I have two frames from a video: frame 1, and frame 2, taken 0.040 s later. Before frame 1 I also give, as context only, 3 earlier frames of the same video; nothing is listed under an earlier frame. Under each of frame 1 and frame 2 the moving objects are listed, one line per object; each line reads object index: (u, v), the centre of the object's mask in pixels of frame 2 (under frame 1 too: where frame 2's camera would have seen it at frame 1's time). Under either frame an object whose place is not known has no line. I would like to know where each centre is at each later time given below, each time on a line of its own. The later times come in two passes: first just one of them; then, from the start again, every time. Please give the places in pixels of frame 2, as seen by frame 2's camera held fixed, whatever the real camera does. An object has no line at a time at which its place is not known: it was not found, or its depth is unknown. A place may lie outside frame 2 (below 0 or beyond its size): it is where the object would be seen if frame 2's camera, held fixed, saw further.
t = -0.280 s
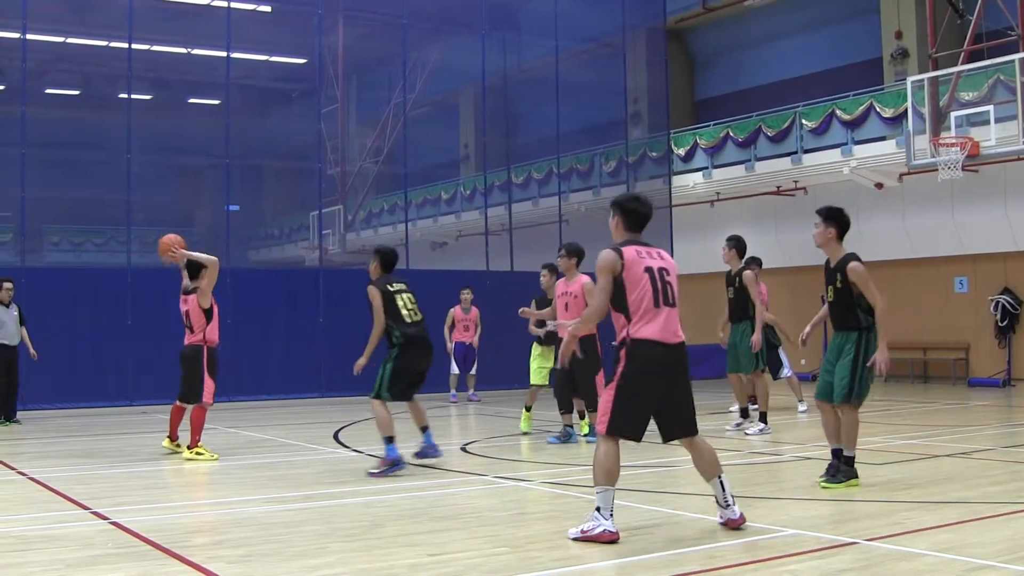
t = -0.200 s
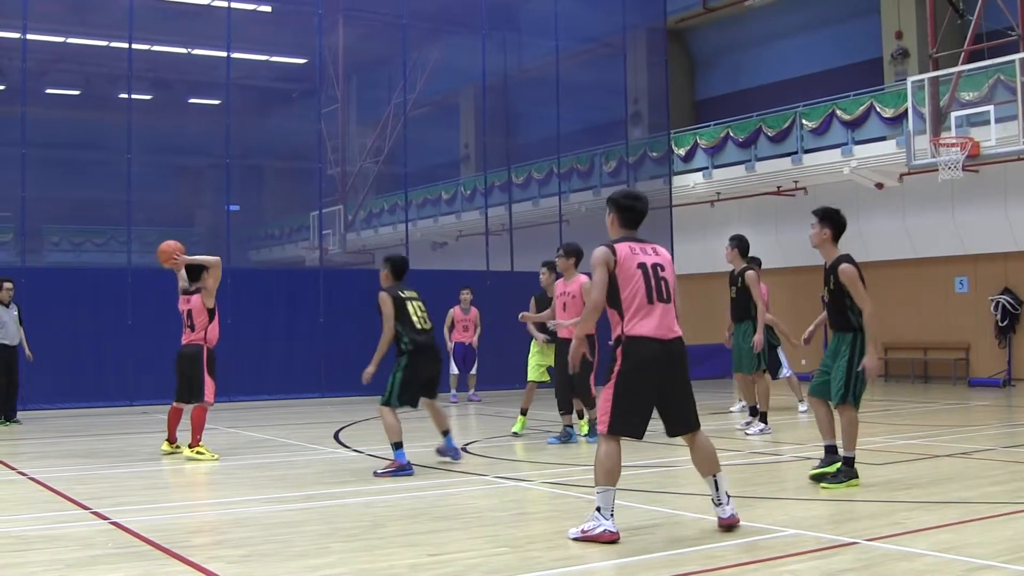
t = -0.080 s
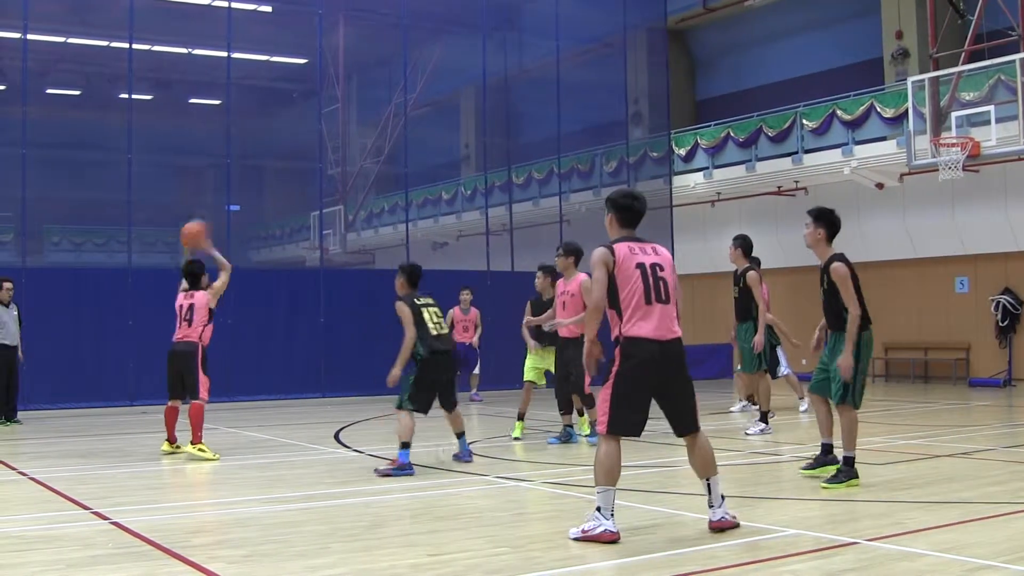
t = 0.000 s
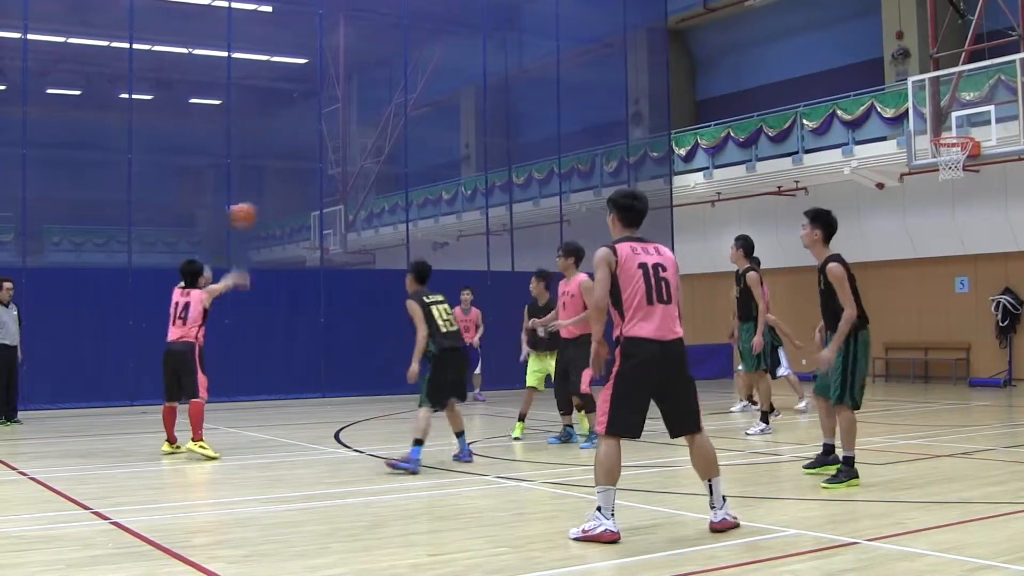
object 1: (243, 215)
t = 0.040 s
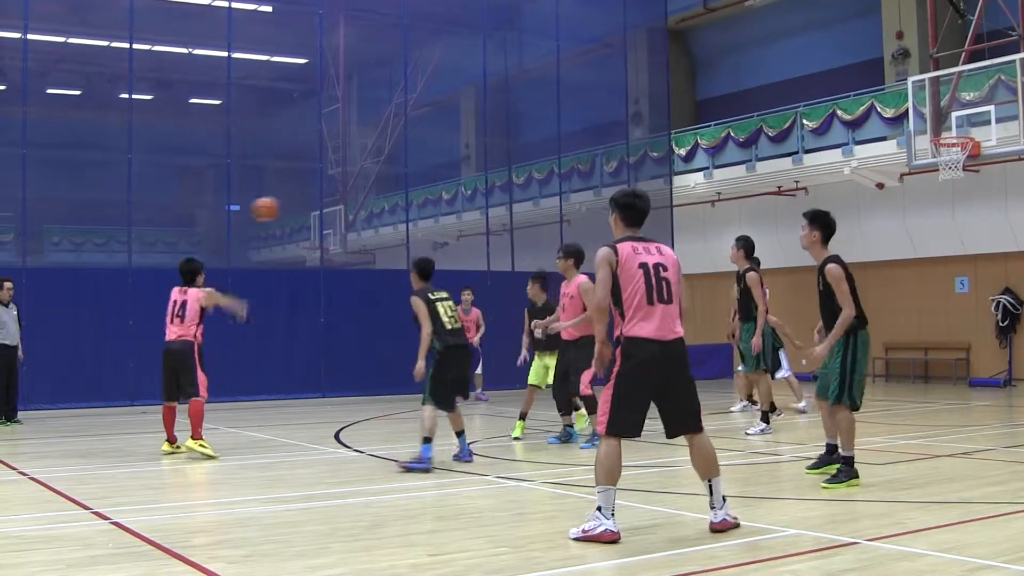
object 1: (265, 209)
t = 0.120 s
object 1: (305, 203)
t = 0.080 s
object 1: (286, 206)
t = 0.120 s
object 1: (305, 203)
